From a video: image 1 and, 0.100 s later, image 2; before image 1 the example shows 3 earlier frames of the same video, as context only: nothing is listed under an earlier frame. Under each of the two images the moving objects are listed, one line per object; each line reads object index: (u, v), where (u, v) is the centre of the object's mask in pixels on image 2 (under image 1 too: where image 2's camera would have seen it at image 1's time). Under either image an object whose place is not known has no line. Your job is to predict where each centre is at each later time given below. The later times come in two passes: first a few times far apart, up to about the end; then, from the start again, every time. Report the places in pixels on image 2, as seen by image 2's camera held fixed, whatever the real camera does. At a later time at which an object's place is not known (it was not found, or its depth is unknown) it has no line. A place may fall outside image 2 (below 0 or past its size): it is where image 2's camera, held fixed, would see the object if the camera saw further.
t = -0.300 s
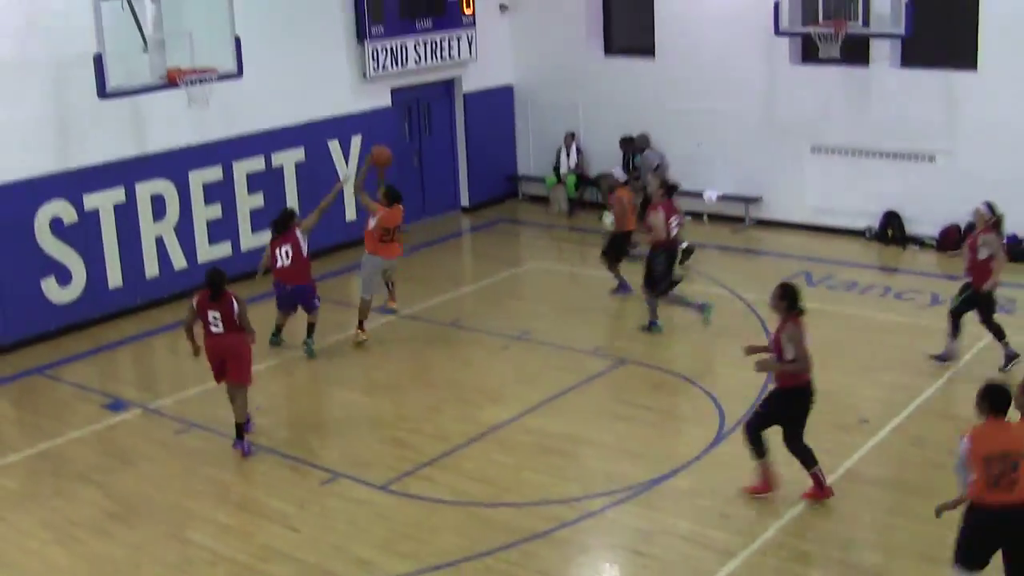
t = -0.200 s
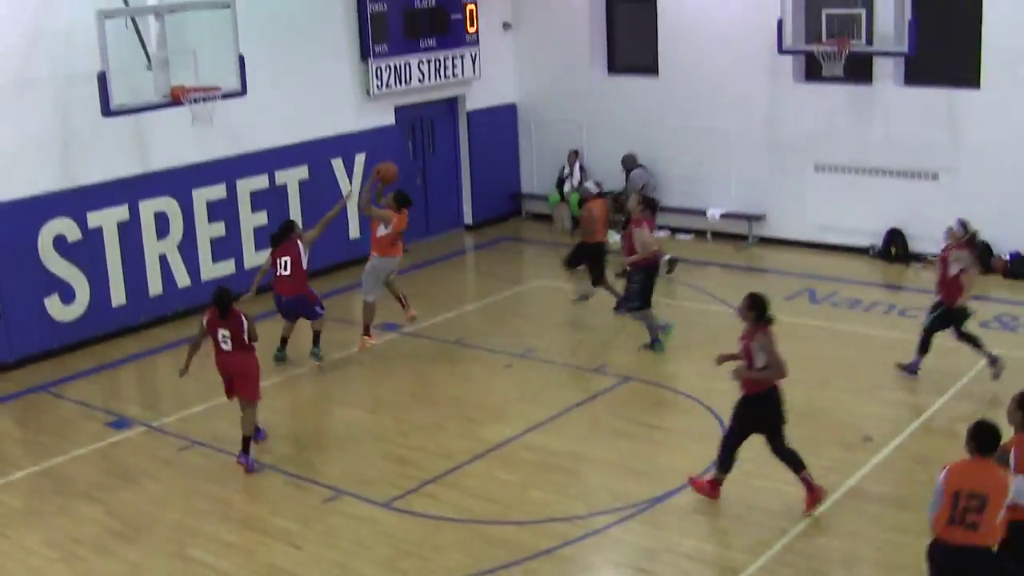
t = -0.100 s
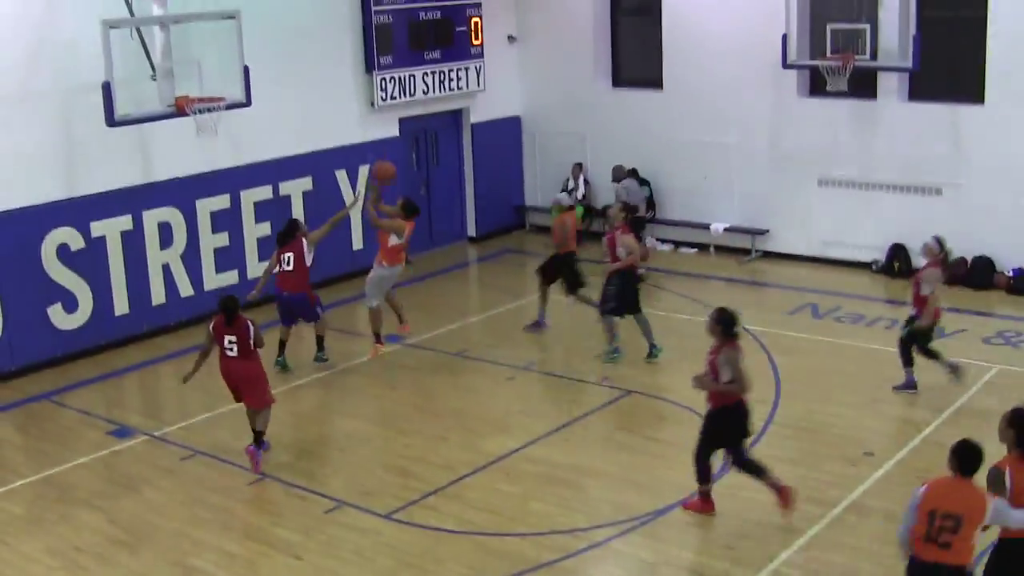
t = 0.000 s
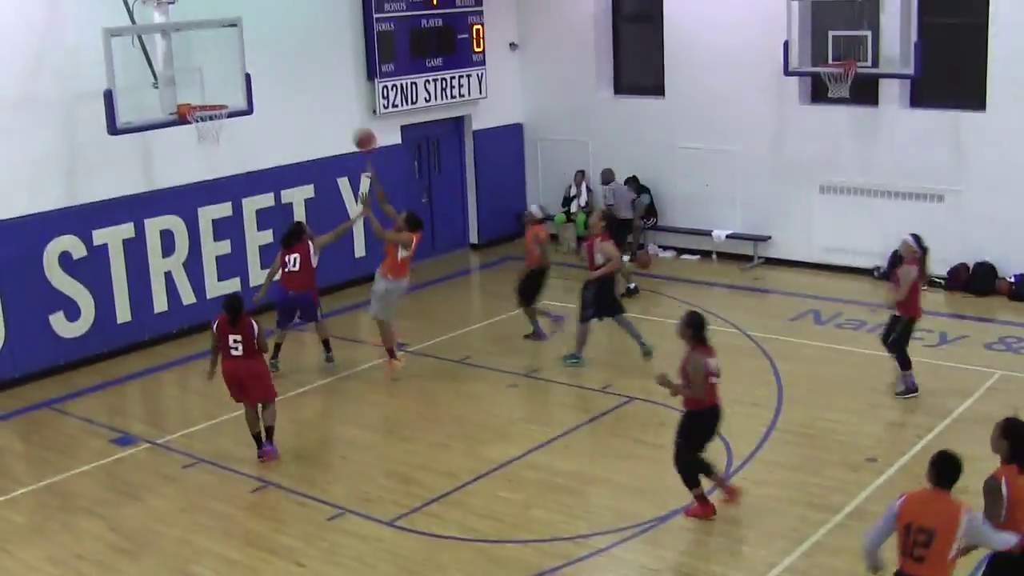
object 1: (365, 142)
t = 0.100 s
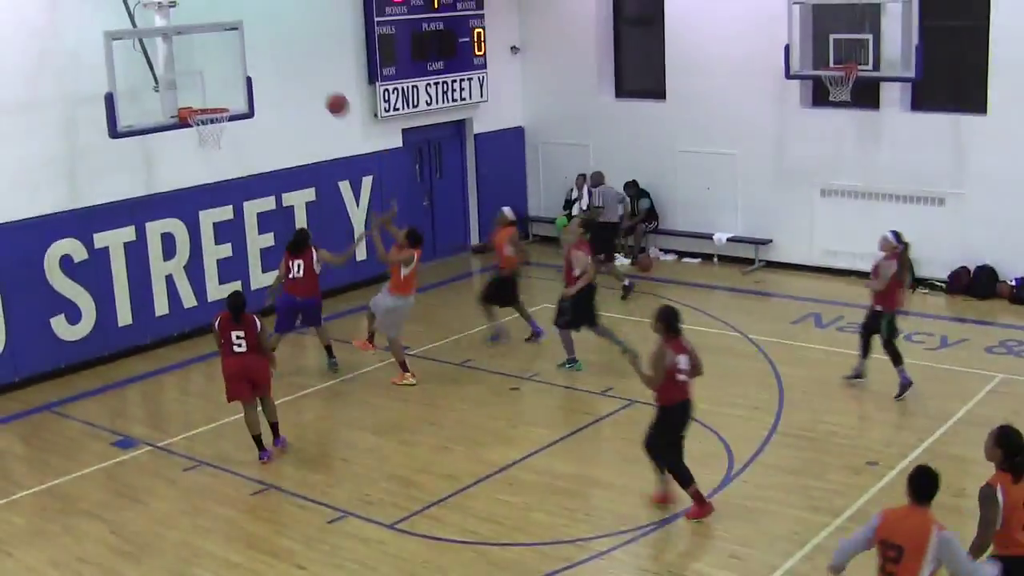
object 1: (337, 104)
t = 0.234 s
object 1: (301, 67)
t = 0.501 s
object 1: (234, 44)
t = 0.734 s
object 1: (182, 79)
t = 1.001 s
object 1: (218, 127)
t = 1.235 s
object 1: (224, 150)
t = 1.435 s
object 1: (227, 197)
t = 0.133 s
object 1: (328, 93)
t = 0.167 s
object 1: (319, 84)
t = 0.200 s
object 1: (309, 75)
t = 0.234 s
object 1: (301, 67)
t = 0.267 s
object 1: (292, 61)
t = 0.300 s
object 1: (283, 55)
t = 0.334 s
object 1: (275, 51)
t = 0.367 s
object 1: (266, 48)
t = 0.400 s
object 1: (257, 45)
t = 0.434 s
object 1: (249, 44)
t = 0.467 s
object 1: (241, 44)
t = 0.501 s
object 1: (234, 44)
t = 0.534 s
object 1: (225, 47)
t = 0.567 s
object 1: (218, 50)
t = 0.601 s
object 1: (210, 54)
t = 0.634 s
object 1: (203, 58)
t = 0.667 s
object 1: (196, 64)
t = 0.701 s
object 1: (189, 71)
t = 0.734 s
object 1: (182, 79)
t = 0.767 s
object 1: (183, 86)
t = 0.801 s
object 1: (188, 93)
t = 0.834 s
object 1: (192, 102)
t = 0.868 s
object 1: (198, 107)
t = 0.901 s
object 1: (205, 114)
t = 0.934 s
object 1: (210, 120)
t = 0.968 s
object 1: (213, 123)
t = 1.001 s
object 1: (218, 127)
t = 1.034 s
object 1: (220, 130)
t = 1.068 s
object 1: (222, 133)
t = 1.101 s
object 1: (223, 135)
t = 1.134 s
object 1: (223, 138)
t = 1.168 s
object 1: (224, 141)
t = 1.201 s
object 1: (224, 145)
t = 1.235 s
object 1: (224, 150)
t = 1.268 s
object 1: (224, 156)
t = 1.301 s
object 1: (225, 162)
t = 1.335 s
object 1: (225, 170)
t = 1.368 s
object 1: (225, 178)
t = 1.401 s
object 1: (226, 188)
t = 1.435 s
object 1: (227, 197)
